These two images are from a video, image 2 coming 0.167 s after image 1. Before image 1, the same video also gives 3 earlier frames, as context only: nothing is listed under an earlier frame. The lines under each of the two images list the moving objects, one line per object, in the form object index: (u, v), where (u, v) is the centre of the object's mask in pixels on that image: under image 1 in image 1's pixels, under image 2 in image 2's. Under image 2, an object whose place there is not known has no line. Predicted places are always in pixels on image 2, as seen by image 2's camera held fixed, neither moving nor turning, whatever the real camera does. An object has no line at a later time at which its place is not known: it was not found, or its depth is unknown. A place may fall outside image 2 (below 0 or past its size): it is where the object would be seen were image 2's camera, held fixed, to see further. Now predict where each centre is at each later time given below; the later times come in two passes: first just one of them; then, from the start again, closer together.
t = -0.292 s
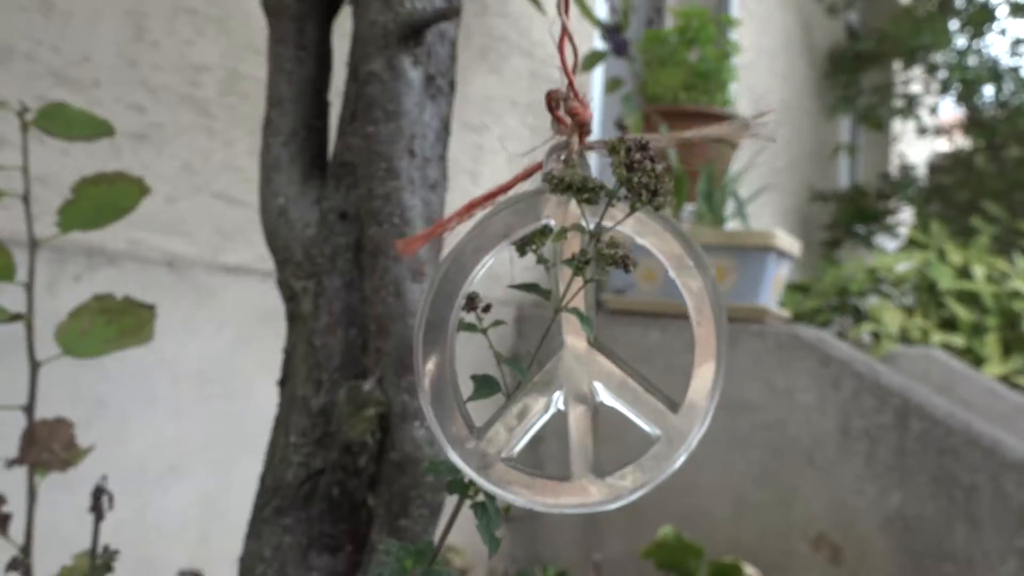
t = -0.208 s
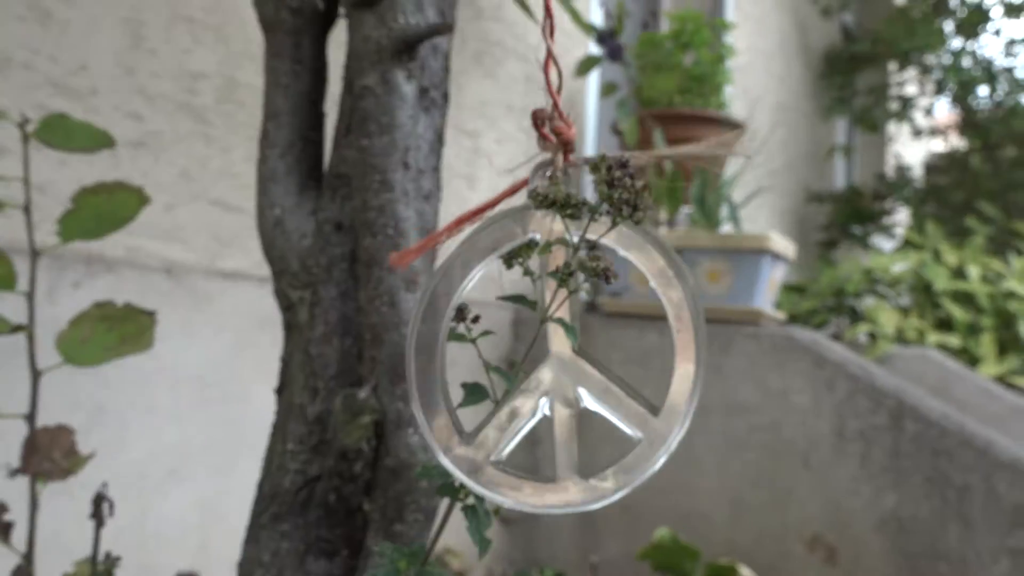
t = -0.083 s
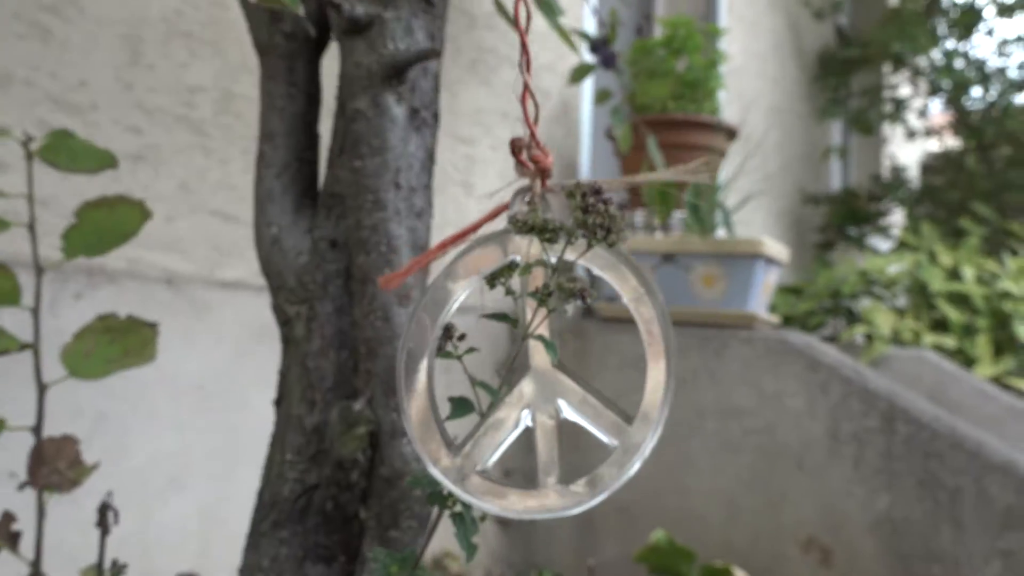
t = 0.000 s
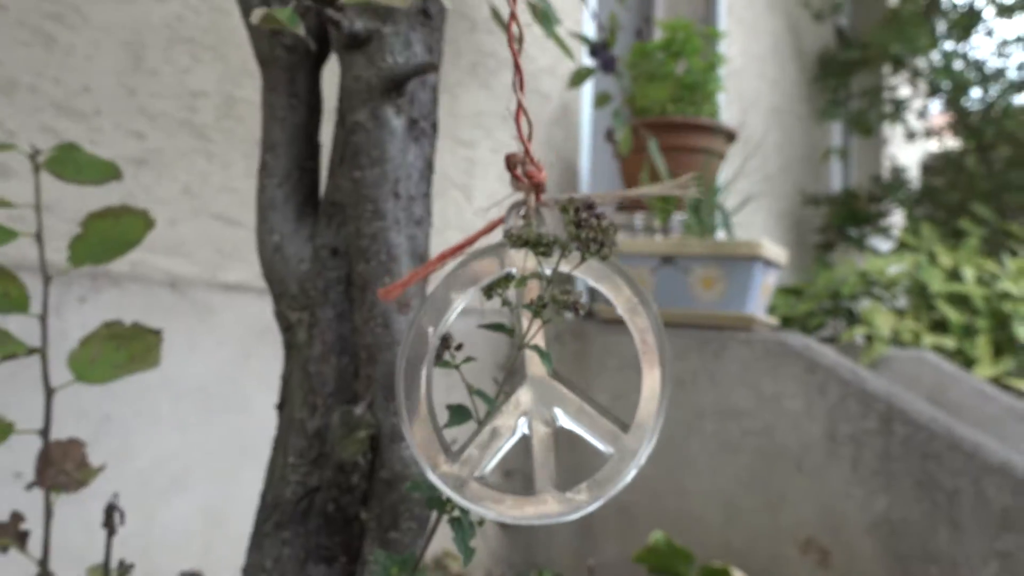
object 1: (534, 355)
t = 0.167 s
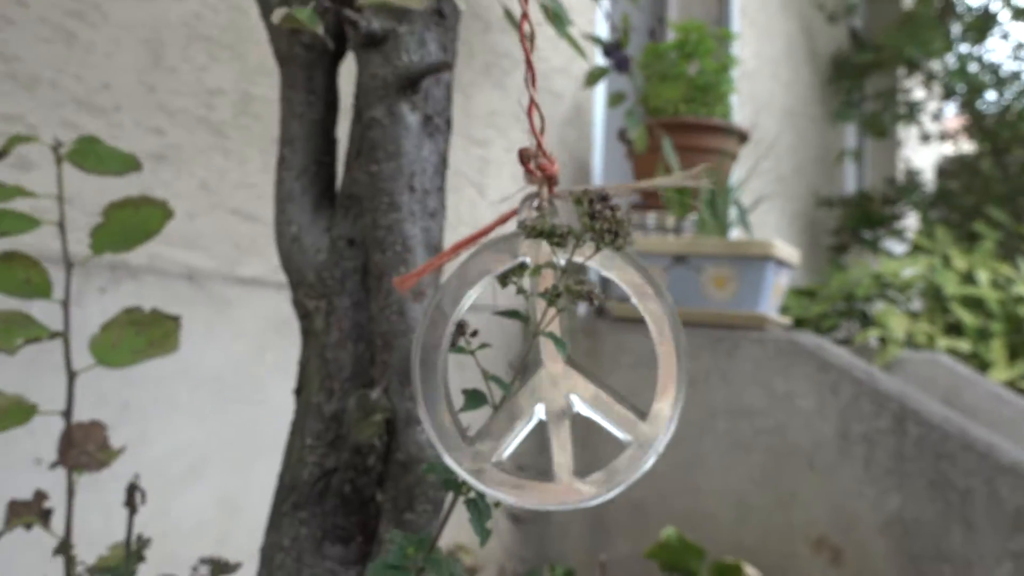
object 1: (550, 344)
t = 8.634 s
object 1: (547, 350)
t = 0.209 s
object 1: (553, 341)
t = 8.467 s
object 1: (539, 335)
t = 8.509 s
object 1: (542, 339)
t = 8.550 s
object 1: (545, 343)
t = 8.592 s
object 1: (546, 346)
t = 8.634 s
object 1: (547, 350)
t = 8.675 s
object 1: (546, 351)
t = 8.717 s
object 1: (544, 348)
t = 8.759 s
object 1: (542, 343)
